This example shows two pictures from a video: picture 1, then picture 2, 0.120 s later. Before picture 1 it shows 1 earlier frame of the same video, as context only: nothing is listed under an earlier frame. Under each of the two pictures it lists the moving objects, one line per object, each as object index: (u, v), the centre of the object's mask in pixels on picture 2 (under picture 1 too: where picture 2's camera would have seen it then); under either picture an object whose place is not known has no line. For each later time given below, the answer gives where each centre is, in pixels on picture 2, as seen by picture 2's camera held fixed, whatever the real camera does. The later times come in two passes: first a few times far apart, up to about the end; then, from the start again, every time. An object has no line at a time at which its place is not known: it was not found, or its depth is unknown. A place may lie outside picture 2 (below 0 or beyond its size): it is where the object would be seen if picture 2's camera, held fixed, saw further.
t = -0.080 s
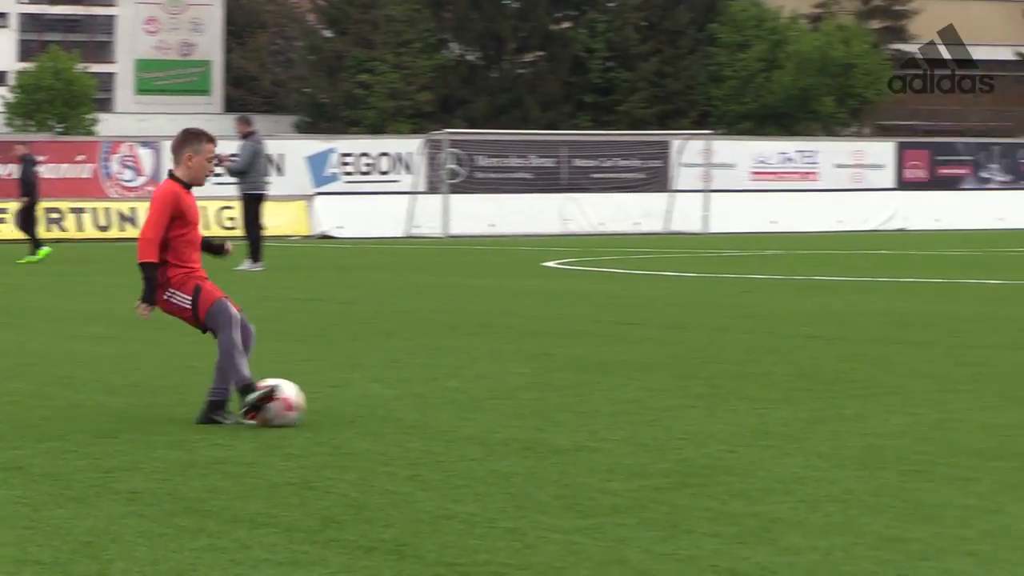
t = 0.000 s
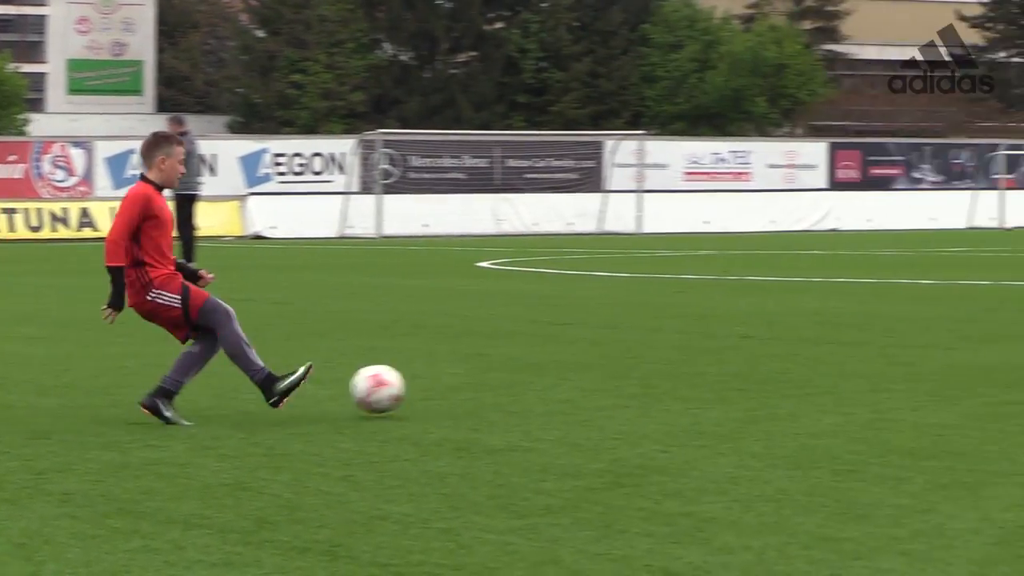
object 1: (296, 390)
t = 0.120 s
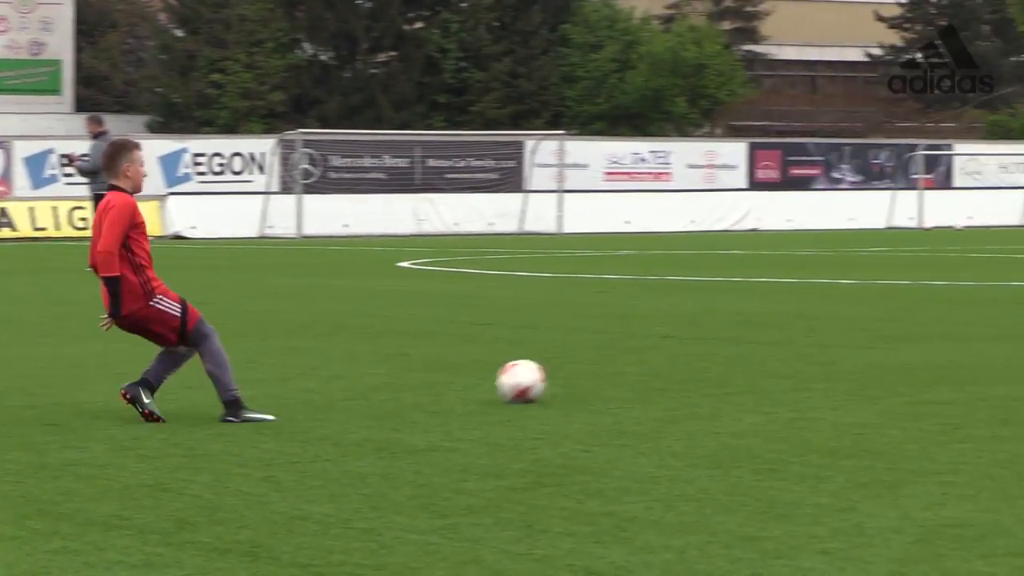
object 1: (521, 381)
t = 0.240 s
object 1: (704, 359)
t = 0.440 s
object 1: (963, 347)
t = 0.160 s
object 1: (585, 371)
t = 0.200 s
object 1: (645, 364)
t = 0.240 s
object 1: (704, 359)
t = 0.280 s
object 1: (762, 359)
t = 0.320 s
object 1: (817, 362)
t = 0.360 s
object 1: (870, 360)
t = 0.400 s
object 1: (916, 352)
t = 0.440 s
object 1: (963, 347)
